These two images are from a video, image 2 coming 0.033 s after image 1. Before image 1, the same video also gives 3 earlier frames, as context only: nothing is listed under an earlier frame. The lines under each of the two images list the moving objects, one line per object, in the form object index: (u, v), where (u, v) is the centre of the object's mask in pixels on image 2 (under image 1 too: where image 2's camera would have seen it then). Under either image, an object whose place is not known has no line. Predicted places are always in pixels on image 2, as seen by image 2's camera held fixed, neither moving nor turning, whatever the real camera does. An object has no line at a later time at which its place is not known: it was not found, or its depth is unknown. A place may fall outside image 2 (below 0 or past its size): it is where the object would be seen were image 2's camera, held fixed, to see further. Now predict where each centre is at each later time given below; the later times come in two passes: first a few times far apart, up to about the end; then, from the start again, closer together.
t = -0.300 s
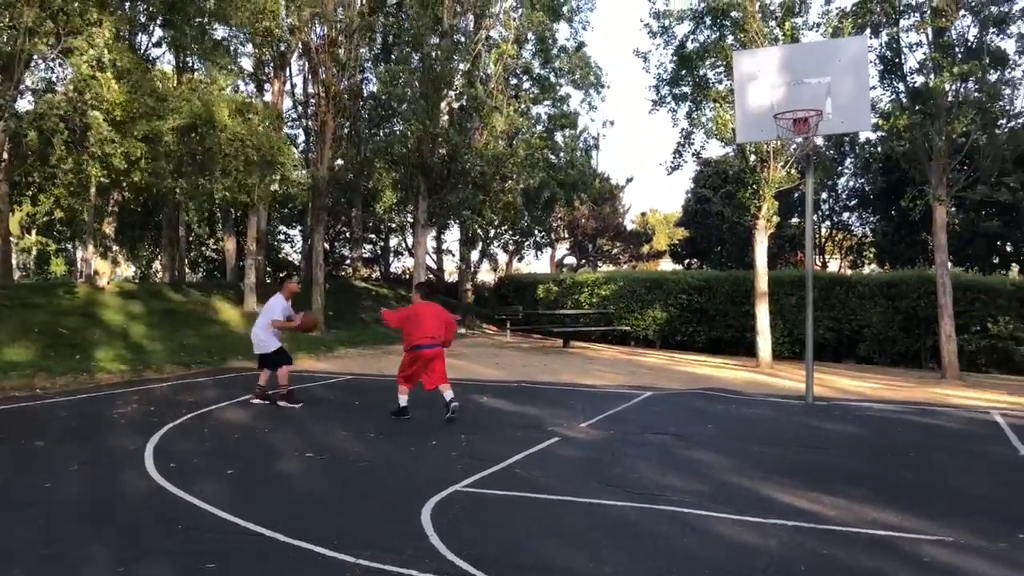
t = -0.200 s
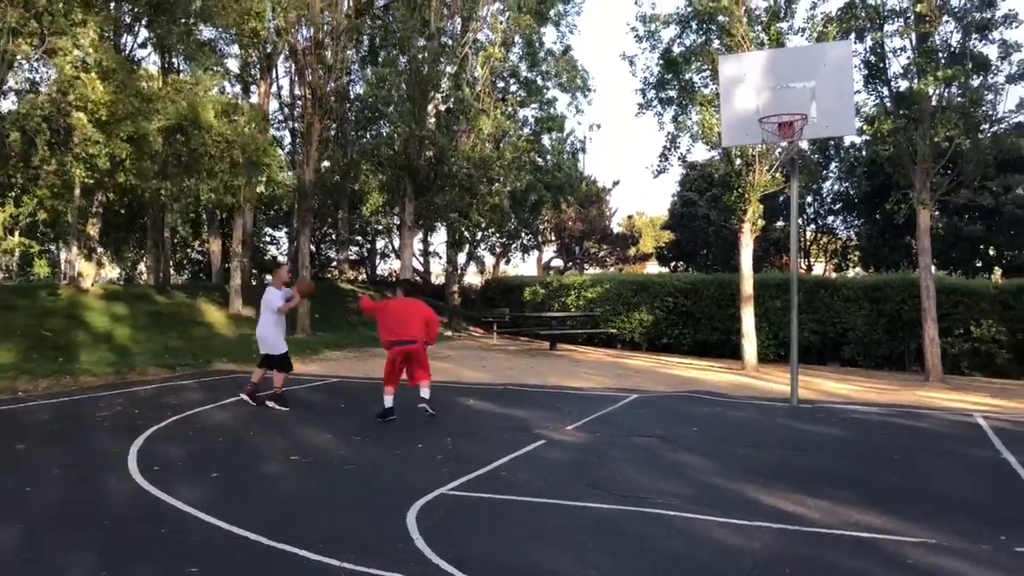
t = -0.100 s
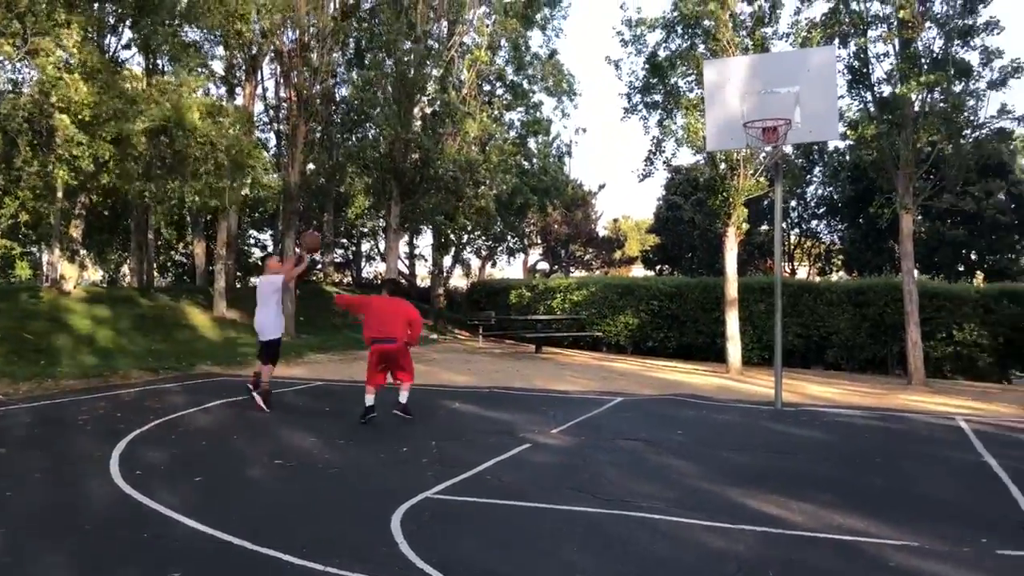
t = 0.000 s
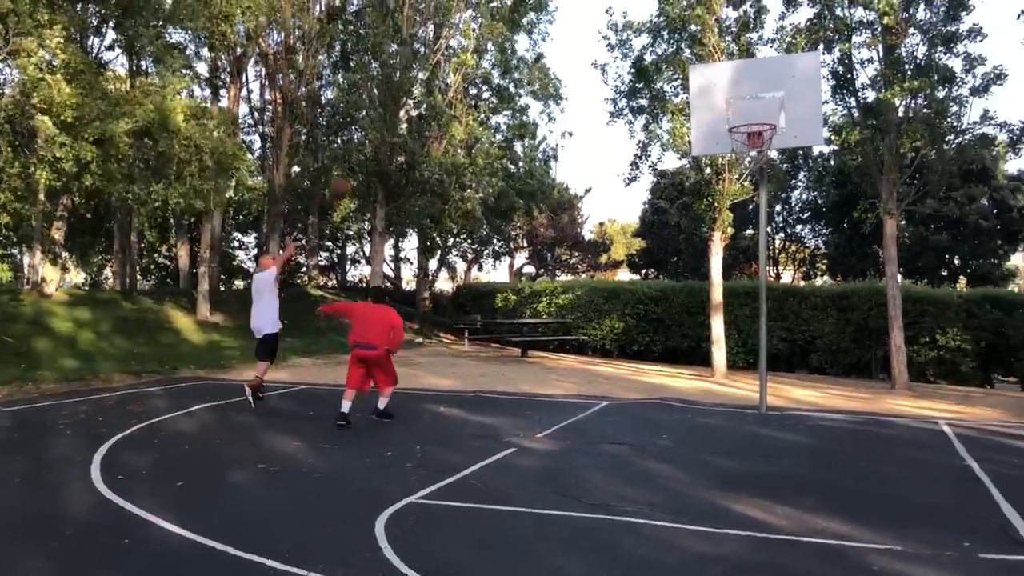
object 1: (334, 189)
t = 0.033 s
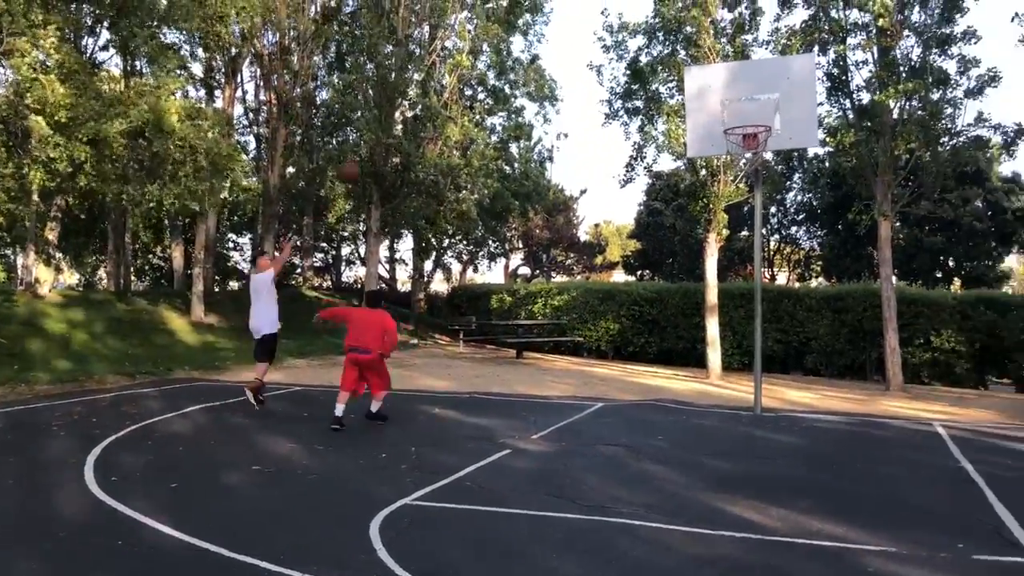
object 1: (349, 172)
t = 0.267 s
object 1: (449, 82)
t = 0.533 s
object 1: (563, 40)
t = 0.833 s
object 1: (688, 72)
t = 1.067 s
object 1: (751, 105)
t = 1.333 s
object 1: (727, 63)
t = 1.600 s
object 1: (698, 93)
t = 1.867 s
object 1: (661, 224)
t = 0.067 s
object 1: (364, 155)
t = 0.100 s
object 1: (377, 141)
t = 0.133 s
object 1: (394, 127)
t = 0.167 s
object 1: (406, 114)
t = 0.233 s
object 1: (436, 92)
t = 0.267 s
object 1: (449, 82)
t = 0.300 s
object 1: (463, 73)
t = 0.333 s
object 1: (478, 65)
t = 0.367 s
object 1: (492, 57)
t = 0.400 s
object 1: (505, 52)
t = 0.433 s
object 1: (520, 48)
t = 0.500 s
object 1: (549, 42)
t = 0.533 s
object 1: (563, 40)
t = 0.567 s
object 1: (577, 40)
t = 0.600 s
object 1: (591, 40)
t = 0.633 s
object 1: (605, 41)
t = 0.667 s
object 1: (618, 44)
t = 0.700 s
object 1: (633, 48)
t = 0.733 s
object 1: (647, 52)
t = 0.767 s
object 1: (661, 57)
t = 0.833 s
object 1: (688, 72)
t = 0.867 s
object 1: (703, 81)
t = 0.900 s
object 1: (716, 90)
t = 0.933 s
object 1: (730, 101)
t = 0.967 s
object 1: (743, 113)
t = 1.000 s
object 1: (755, 124)
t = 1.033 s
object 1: (753, 114)
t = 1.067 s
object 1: (751, 105)
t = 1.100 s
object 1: (748, 96)
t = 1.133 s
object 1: (745, 88)
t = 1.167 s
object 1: (743, 82)
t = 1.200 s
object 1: (740, 76)
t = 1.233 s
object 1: (737, 71)
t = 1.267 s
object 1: (733, 66)
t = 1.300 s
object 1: (730, 64)
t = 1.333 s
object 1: (727, 63)
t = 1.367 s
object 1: (724, 63)
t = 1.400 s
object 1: (721, 63)
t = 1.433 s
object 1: (717, 64)
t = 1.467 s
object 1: (713, 68)
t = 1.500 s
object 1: (710, 72)
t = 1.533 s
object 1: (706, 77)
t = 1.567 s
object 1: (702, 85)
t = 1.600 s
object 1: (698, 93)
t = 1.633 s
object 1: (694, 104)
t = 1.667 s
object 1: (689, 116)
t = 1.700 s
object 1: (685, 129)
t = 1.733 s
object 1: (681, 144)
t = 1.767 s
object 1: (676, 162)
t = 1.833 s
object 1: (667, 201)
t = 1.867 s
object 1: (661, 224)
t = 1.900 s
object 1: (656, 247)
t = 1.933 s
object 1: (652, 275)
